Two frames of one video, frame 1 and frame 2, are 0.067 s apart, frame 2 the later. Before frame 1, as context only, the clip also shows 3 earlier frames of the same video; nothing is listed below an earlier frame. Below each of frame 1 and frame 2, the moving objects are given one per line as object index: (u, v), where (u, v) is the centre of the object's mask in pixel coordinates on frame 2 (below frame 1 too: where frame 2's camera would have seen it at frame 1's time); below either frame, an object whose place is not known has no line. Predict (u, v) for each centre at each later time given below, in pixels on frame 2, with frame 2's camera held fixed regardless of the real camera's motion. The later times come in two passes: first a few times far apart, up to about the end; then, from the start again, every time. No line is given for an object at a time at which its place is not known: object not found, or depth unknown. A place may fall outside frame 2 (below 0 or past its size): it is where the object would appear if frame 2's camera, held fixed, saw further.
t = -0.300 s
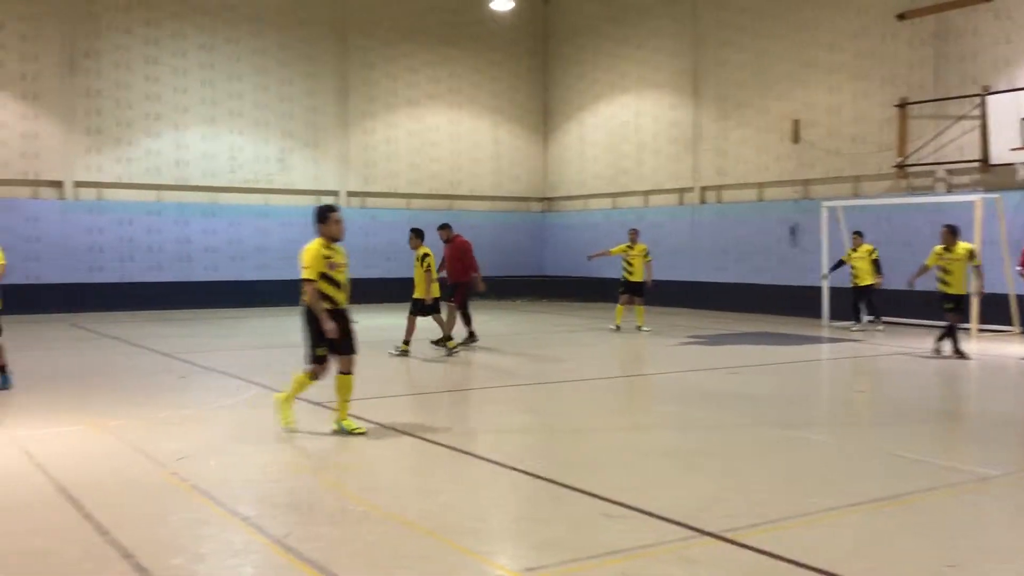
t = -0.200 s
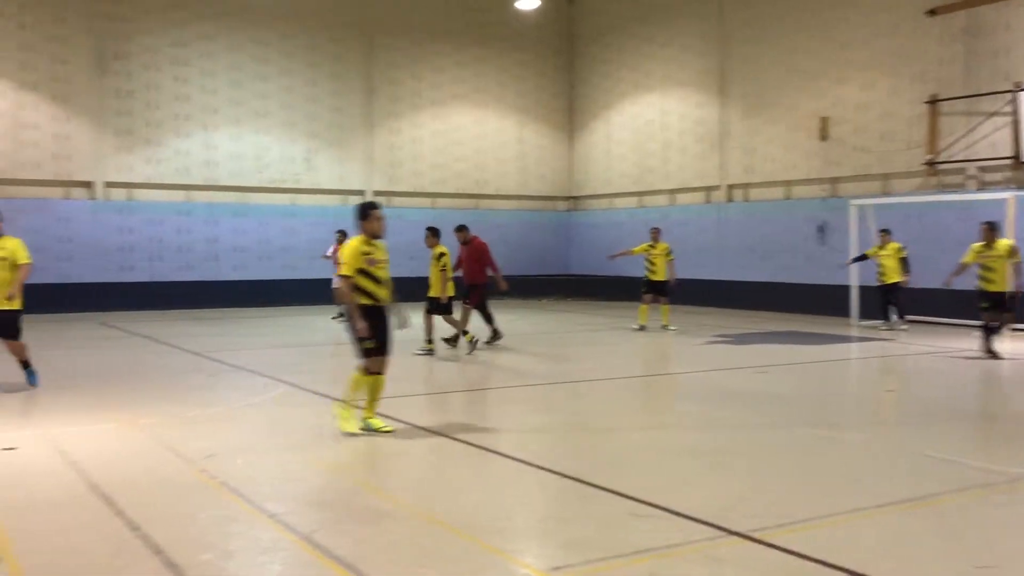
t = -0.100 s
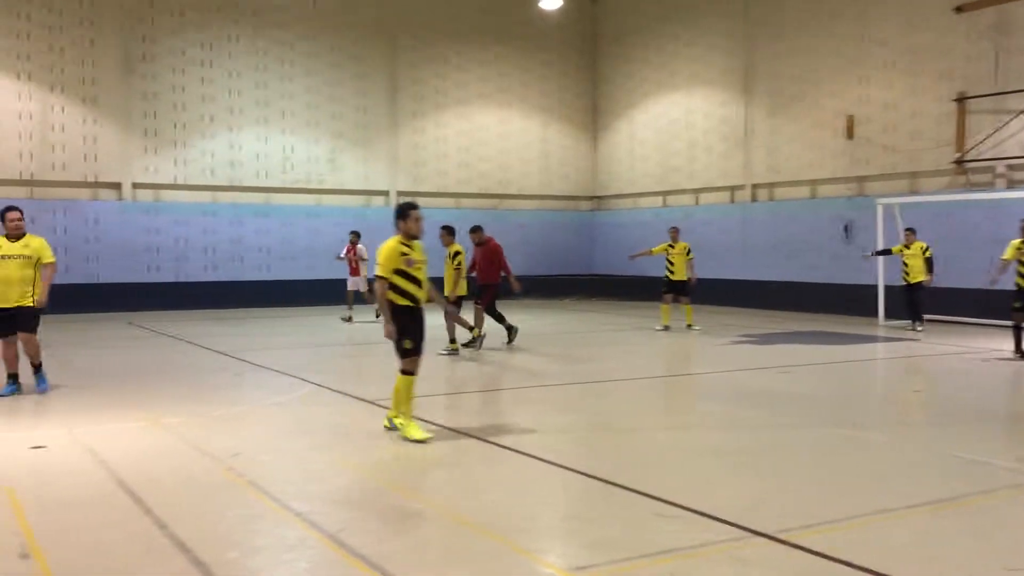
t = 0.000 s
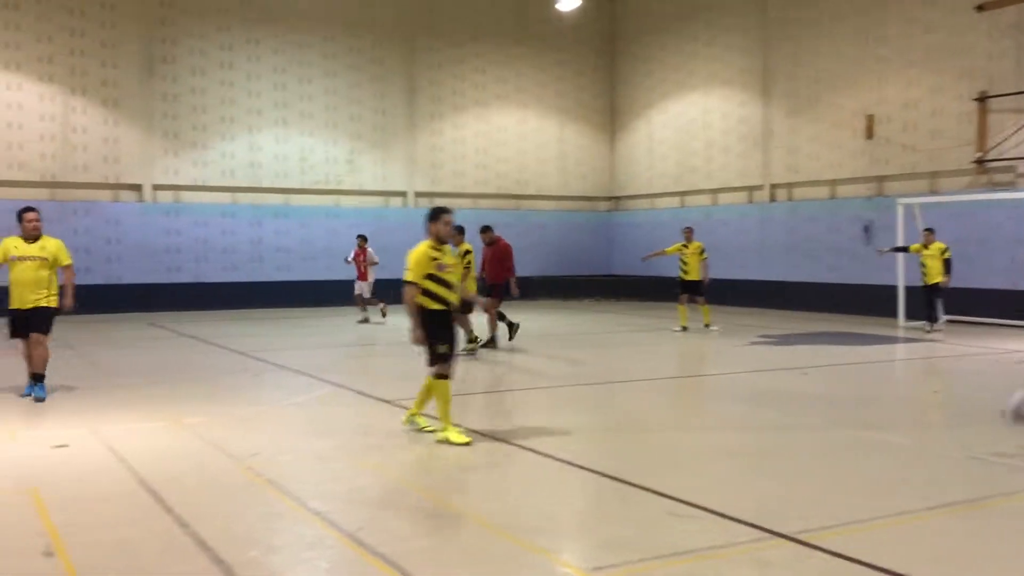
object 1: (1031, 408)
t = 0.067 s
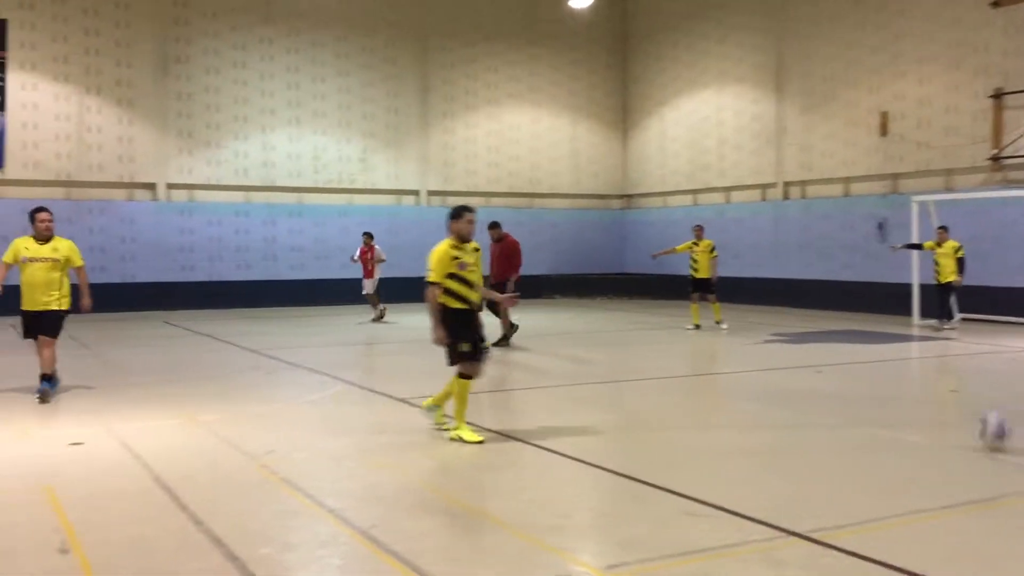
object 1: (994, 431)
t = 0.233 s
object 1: (931, 358)
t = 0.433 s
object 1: (857, 328)
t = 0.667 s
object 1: (781, 359)
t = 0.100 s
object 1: (982, 412)
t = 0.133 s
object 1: (968, 396)
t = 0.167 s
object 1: (954, 381)
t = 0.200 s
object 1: (944, 369)
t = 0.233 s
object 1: (931, 358)
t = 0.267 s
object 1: (919, 350)
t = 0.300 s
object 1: (906, 341)
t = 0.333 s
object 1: (893, 335)
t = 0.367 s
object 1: (881, 331)
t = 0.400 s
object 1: (869, 328)
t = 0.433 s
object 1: (857, 328)
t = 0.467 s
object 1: (847, 328)
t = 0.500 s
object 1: (836, 328)
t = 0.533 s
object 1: (825, 332)
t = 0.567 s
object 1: (813, 337)
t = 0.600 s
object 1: (801, 342)
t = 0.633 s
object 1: (791, 349)
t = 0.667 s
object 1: (781, 359)
